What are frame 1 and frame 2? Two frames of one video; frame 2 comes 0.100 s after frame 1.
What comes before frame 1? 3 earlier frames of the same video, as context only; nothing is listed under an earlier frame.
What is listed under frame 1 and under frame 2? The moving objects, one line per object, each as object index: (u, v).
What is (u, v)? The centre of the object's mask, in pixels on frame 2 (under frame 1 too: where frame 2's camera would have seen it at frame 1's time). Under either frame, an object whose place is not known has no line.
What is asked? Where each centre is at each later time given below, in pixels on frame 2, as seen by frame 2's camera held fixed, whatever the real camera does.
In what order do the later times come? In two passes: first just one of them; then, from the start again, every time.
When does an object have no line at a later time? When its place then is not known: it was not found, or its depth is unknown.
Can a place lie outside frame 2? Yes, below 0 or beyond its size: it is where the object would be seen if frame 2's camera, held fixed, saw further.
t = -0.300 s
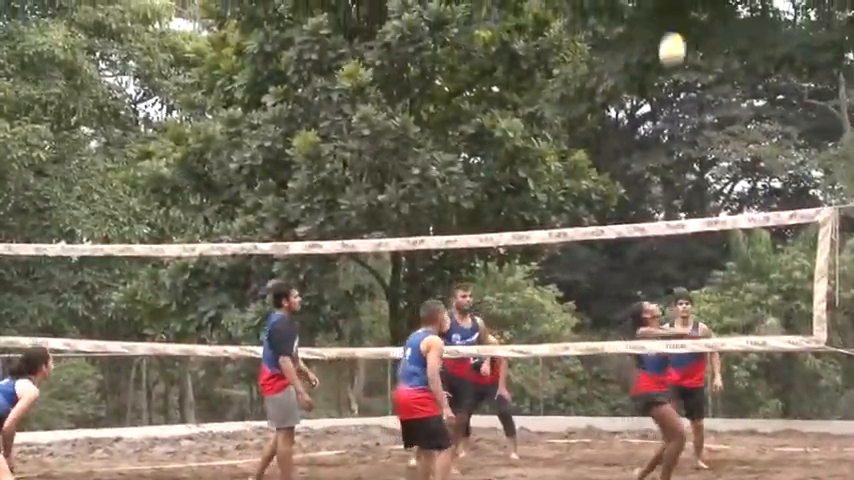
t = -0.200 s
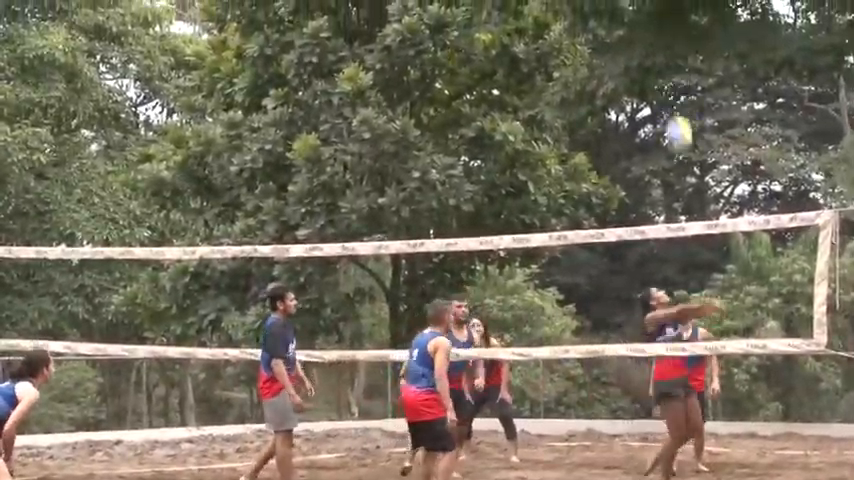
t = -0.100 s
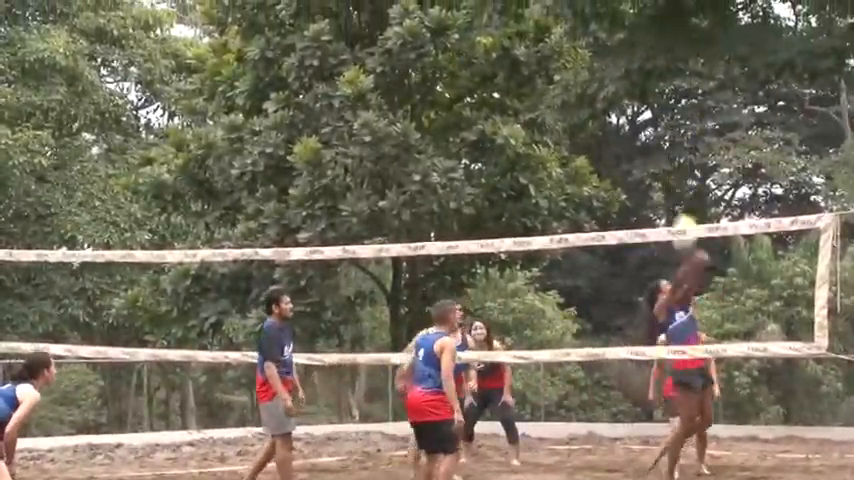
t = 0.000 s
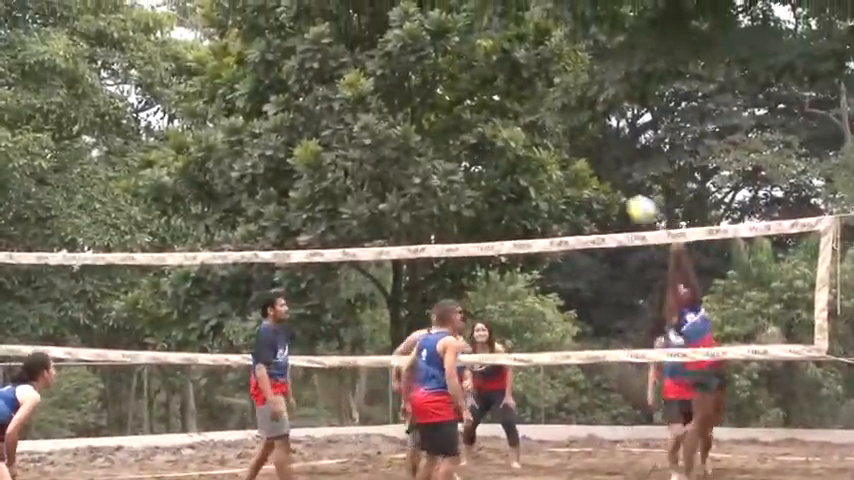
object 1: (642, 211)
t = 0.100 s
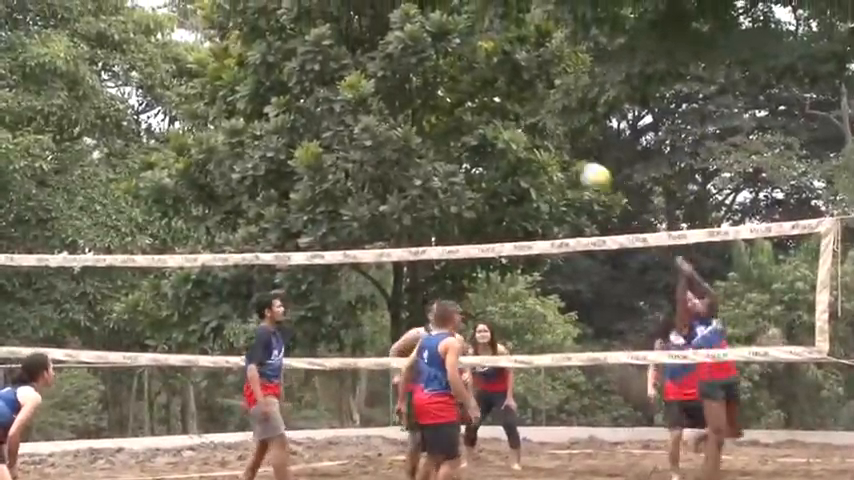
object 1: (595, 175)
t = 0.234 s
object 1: (537, 147)
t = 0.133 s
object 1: (579, 166)
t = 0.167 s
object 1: (565, 160)
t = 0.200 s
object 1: (551, 154)
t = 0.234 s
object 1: (537, 147)
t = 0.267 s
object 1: (522, 146)
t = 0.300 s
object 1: (508, 145)
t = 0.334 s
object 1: (494, 143)
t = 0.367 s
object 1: (481, 144)
